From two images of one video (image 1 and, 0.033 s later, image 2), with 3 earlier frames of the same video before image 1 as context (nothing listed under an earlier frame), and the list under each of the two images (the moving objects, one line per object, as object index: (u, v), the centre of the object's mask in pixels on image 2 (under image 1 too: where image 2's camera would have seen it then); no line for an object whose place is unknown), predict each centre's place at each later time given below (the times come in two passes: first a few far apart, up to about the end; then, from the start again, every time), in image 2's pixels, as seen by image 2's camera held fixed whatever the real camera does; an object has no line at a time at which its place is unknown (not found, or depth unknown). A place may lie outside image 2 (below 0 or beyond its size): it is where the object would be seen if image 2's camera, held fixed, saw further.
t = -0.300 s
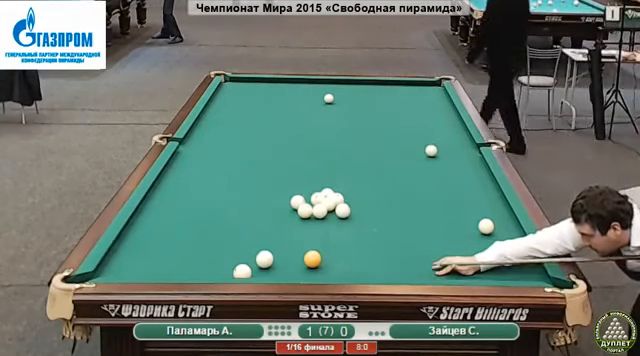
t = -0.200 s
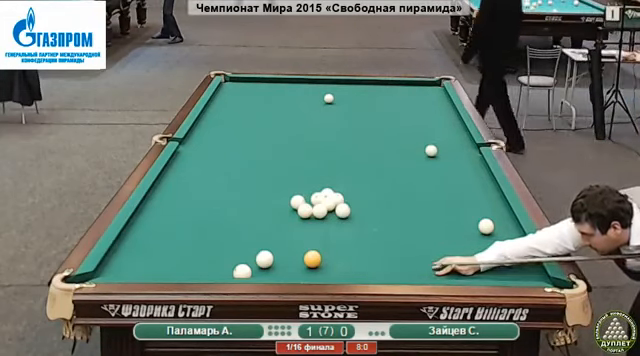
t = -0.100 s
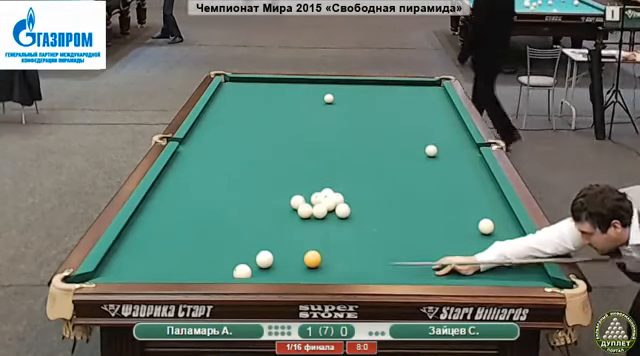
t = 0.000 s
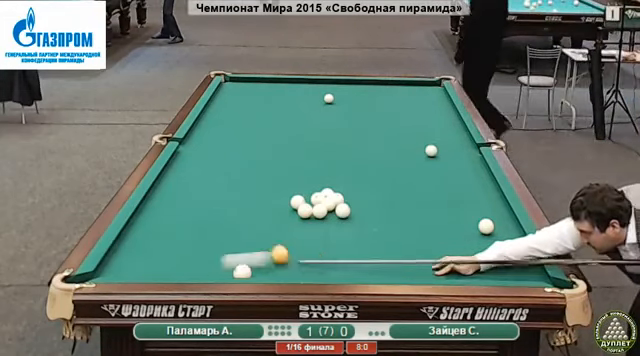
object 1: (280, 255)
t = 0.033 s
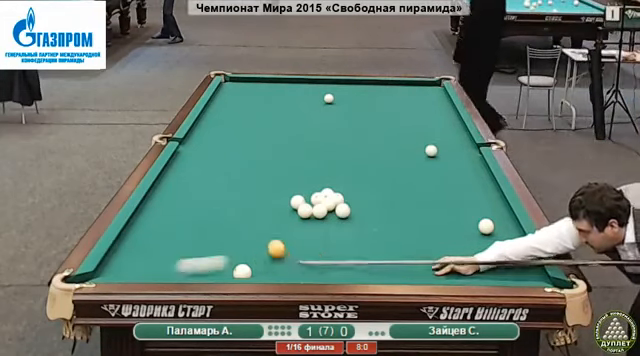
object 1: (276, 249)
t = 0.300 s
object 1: (267, 210)
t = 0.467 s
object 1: (275, 193)
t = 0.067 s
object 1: (273, 243)
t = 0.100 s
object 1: (271, 238)
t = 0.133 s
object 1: (269, 233)
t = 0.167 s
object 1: (268, 228)
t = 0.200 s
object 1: (267, 223)
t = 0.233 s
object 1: (267, 219)
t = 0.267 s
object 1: (267, 215)
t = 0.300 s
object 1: (267, 210)
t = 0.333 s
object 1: (268, 207)
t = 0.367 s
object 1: (269, 203)
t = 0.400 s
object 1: (271, 200)
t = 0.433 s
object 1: (273, 196)
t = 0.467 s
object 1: (275, 193)
